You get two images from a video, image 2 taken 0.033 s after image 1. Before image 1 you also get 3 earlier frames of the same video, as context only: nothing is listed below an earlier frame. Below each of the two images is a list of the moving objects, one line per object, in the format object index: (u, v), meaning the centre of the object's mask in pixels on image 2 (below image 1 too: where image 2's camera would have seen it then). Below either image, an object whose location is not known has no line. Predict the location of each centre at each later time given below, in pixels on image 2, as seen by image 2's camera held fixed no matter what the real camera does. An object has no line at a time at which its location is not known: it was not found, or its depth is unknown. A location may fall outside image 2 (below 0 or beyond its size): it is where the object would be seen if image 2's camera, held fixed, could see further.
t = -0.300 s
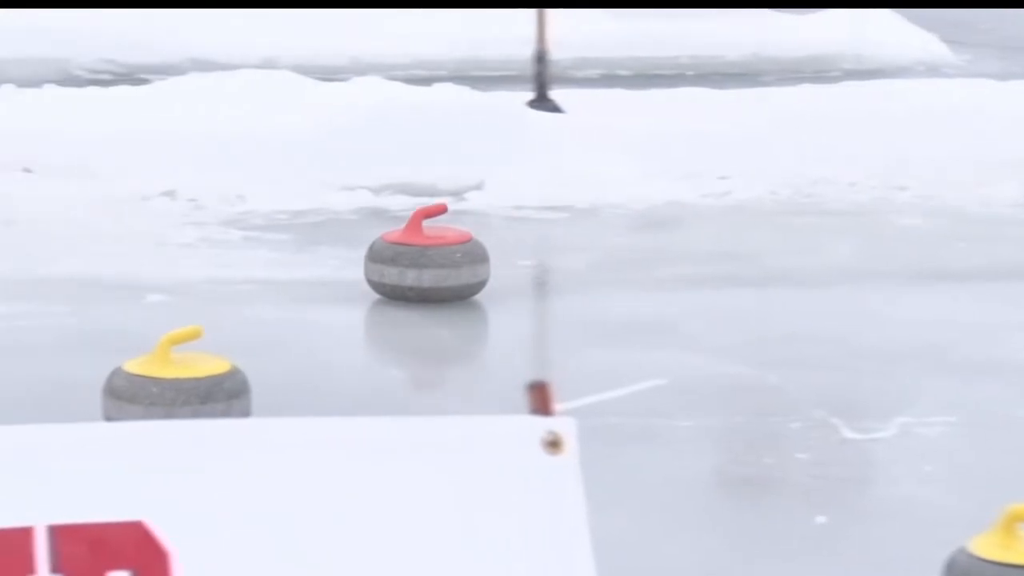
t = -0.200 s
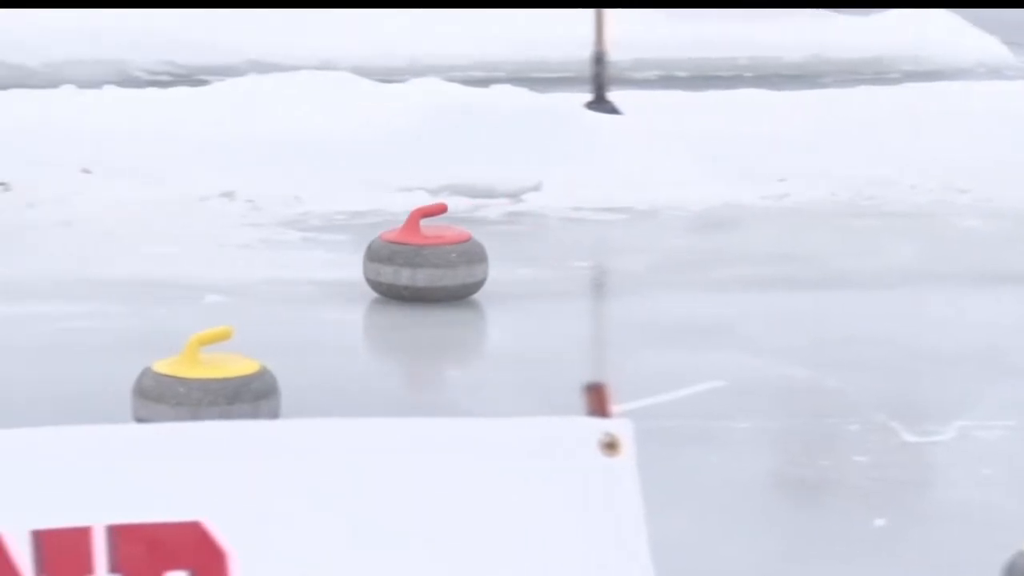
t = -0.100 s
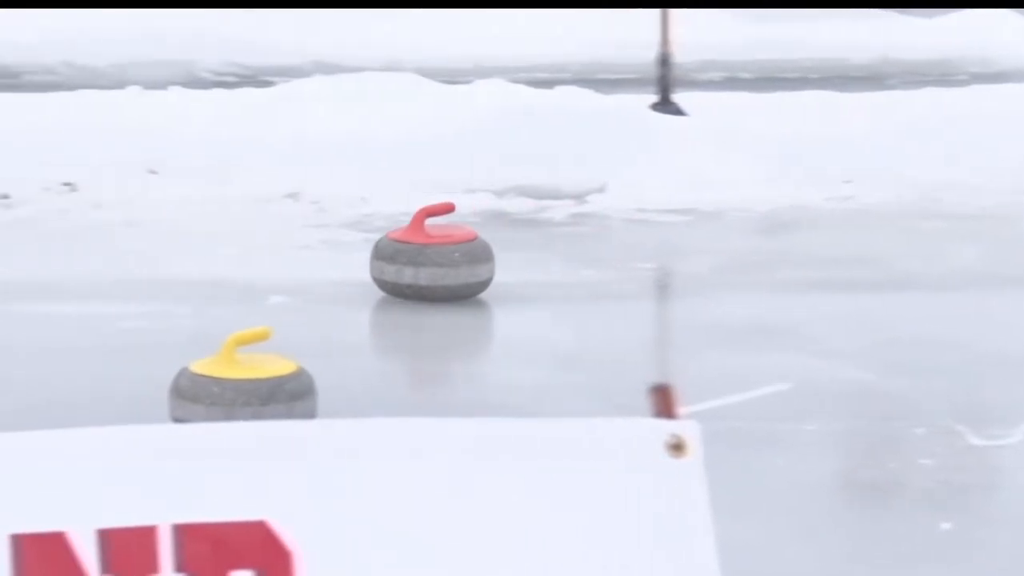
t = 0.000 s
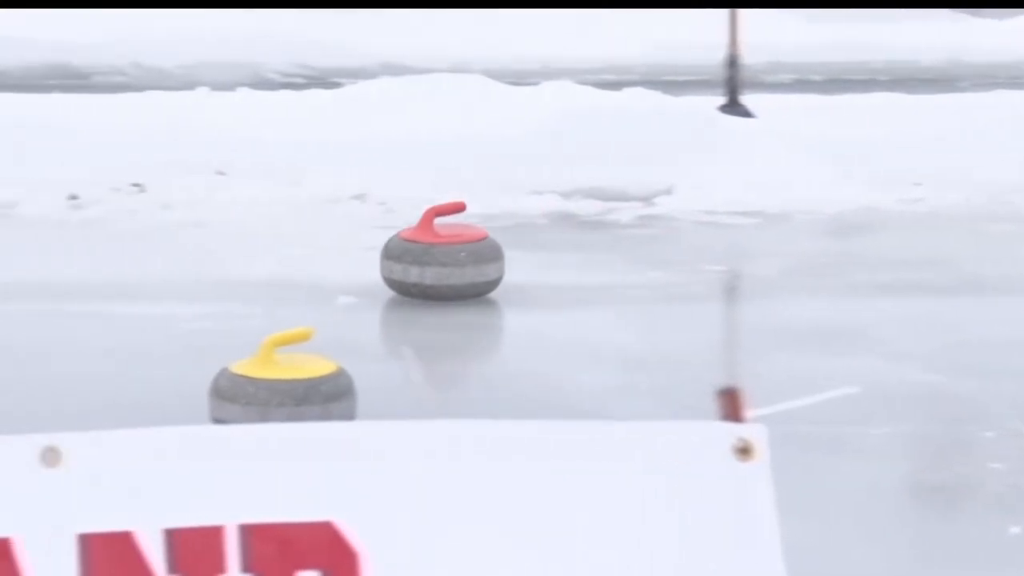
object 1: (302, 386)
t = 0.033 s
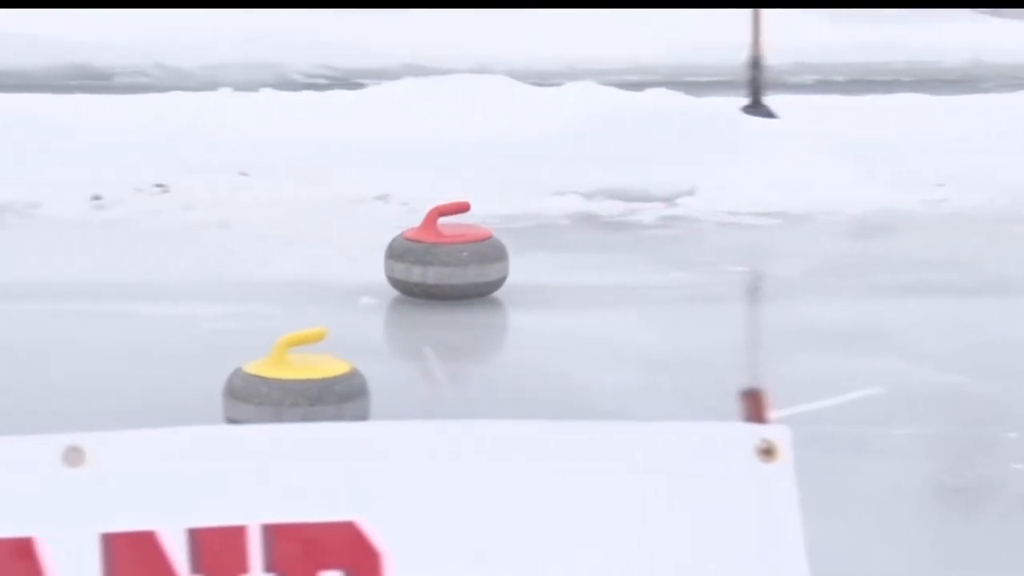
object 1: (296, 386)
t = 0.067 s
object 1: (290, 387)
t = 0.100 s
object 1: (285, 388)
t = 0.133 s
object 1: (280, 388)
